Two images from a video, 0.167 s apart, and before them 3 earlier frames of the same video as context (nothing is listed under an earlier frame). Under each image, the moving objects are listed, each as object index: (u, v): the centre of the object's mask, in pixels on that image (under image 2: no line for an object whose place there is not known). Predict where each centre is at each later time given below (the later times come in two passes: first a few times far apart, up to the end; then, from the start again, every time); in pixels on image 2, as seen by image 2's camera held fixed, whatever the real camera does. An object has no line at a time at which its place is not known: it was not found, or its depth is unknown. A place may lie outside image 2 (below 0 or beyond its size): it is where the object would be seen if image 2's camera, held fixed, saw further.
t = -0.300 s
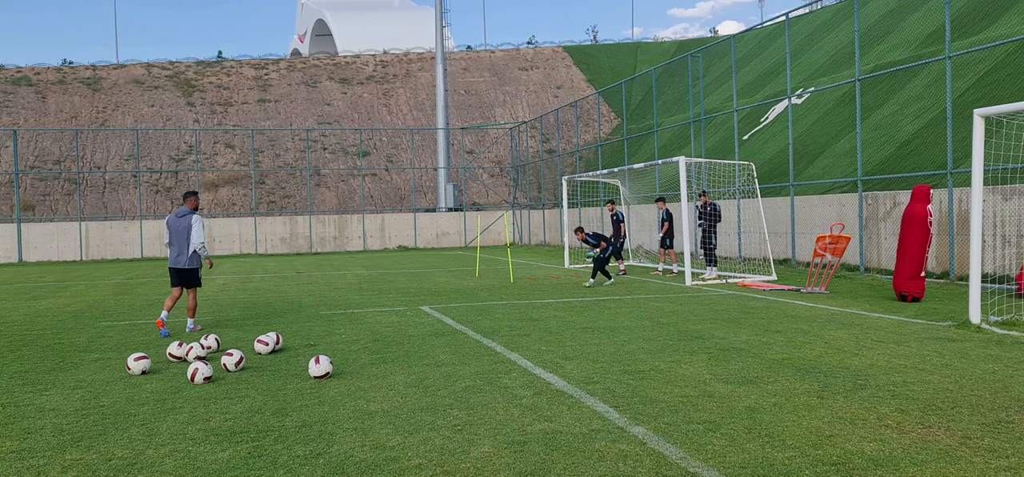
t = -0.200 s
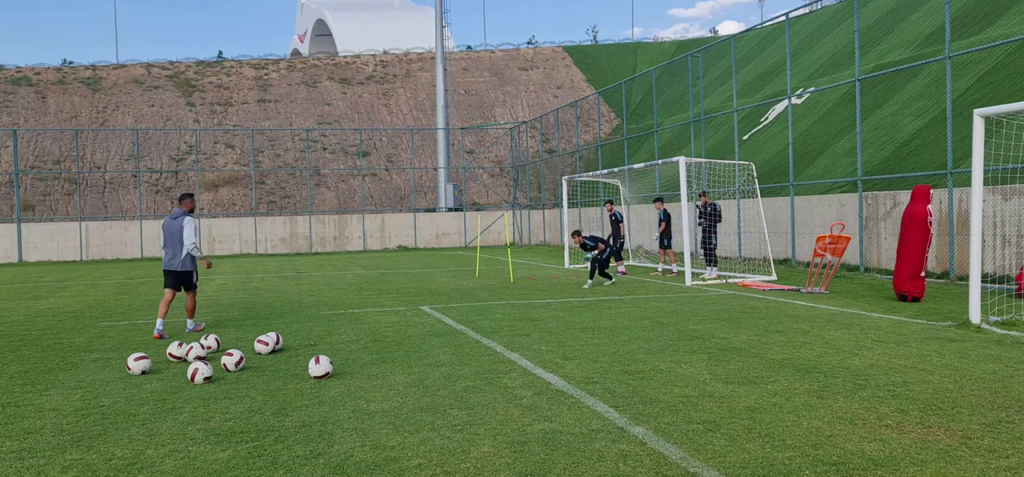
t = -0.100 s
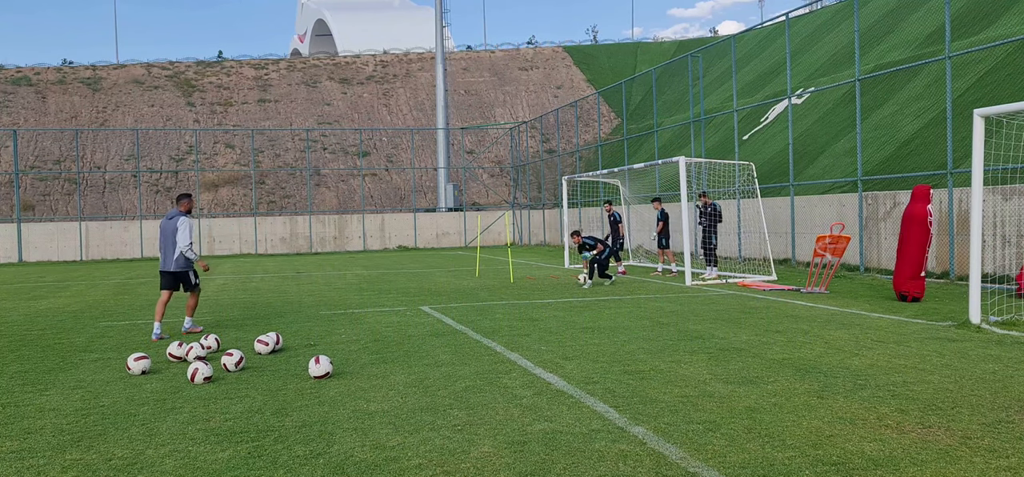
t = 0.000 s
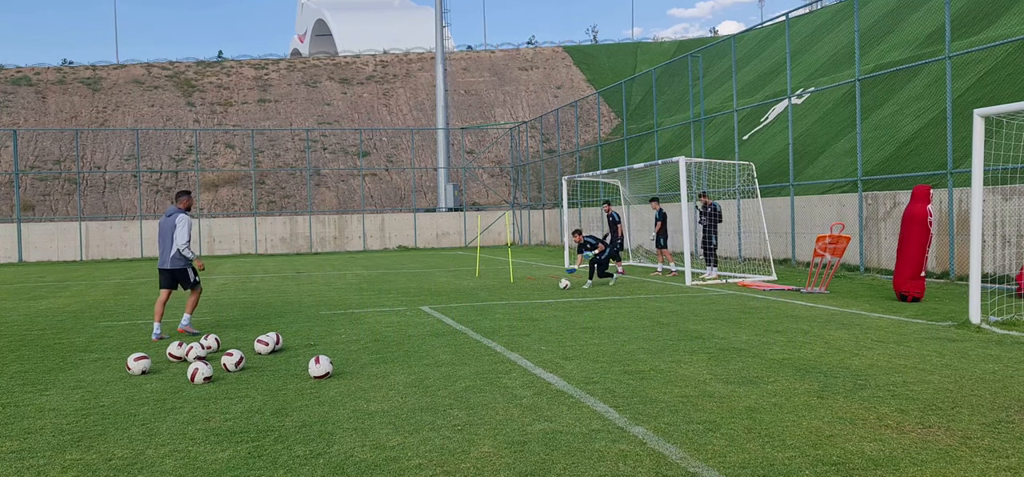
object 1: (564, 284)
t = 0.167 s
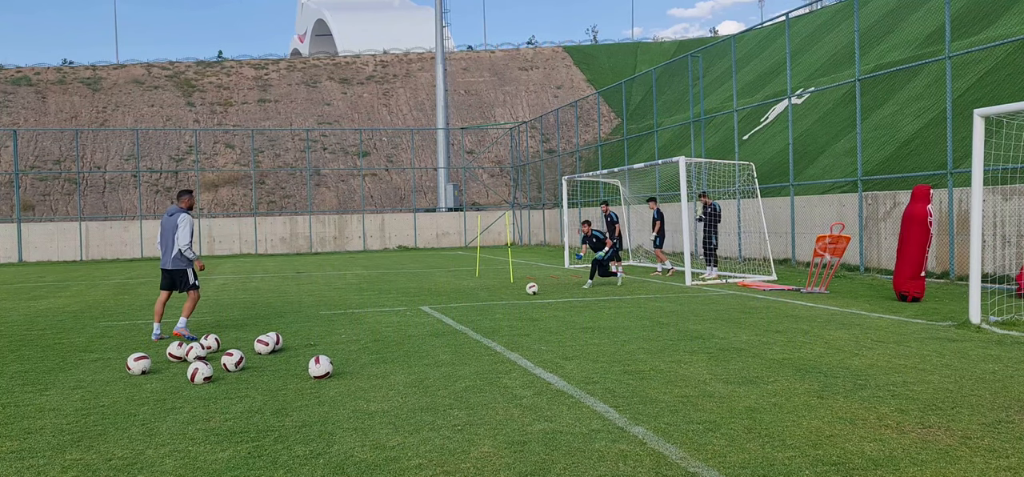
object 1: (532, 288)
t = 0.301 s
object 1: (506, 292)
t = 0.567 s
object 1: (457, 300)
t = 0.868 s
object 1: (396, 311)
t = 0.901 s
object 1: (389, 312)
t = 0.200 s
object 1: (525, 289)
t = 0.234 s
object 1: (519, 291)
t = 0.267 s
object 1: (512, 291)
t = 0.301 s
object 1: (506, 292)
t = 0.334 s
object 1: (500, 293)
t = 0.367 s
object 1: (494, 294)
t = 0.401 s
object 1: (488, 296)
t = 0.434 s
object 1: (481, 296)
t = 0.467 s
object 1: (475, 297)
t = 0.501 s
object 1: (469, 298)
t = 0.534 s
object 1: (462, 299)
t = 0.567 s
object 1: (457, 300)
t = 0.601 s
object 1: (450, 301)
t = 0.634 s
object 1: (444, 302)
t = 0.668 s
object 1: (437, 304)
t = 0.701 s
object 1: (431, 305)
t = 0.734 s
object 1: (424, 306)
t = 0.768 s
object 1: (417, 308)
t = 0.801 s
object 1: (410, 309)
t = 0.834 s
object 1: (404, 310)
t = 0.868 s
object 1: (396, 311)
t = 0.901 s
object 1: (389, 312)
